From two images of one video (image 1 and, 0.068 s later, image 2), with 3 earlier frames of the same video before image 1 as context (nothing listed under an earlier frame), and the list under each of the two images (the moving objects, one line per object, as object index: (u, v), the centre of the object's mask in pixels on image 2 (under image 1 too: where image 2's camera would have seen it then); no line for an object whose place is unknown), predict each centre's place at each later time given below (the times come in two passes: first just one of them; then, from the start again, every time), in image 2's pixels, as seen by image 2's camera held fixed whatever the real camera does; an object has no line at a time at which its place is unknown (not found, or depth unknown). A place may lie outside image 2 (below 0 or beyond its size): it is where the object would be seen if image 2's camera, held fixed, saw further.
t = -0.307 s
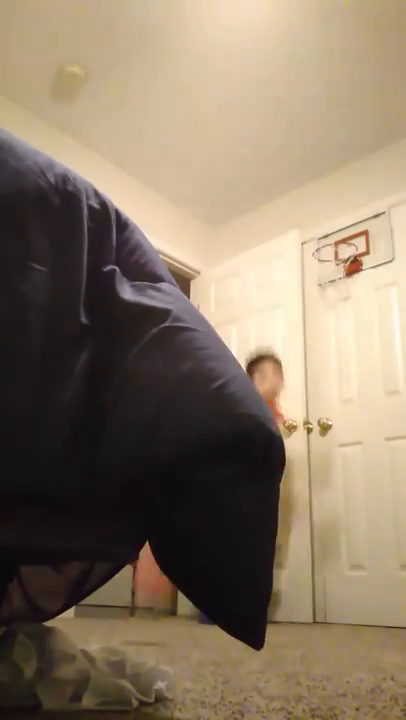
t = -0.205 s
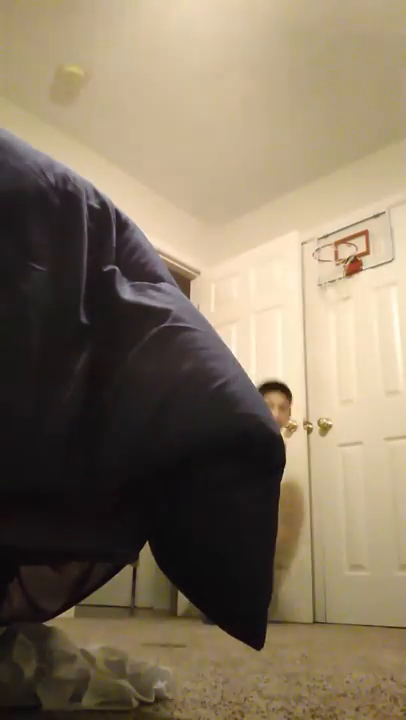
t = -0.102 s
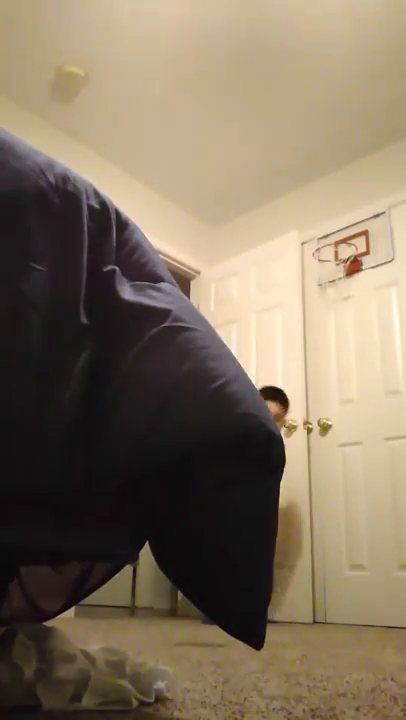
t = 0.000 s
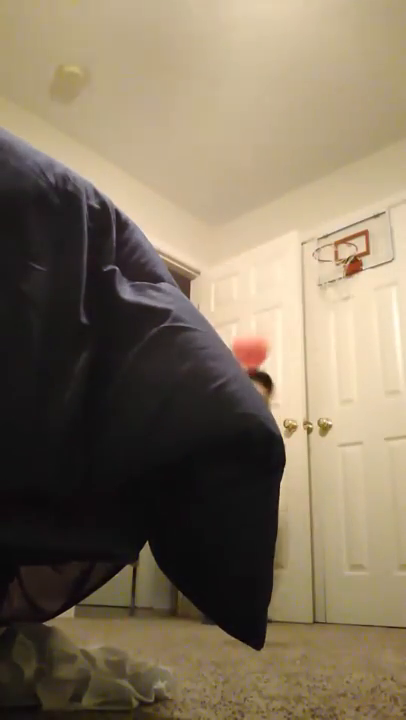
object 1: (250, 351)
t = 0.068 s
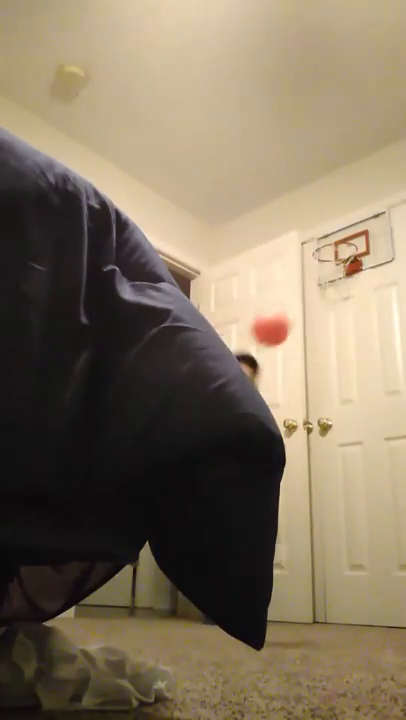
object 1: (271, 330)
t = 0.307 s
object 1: (347, 369)
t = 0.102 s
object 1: (281, 325)
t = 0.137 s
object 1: (291, 323)
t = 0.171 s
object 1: (302, 323)
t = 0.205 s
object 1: (313, 329)
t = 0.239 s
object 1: (324, 338)
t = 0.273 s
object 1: (335, 351)
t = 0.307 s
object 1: (347, 369)
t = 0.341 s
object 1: (360, 390)
